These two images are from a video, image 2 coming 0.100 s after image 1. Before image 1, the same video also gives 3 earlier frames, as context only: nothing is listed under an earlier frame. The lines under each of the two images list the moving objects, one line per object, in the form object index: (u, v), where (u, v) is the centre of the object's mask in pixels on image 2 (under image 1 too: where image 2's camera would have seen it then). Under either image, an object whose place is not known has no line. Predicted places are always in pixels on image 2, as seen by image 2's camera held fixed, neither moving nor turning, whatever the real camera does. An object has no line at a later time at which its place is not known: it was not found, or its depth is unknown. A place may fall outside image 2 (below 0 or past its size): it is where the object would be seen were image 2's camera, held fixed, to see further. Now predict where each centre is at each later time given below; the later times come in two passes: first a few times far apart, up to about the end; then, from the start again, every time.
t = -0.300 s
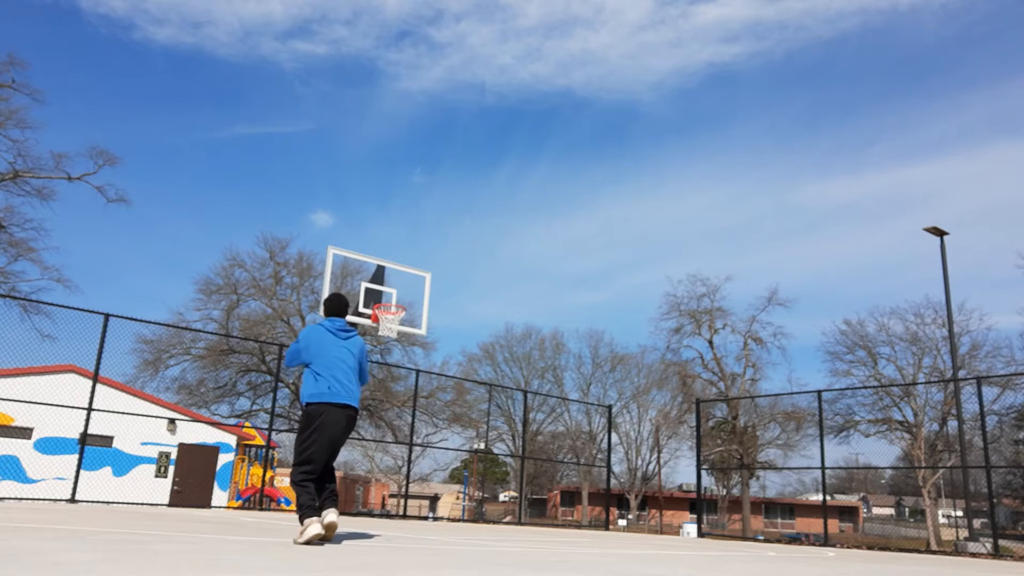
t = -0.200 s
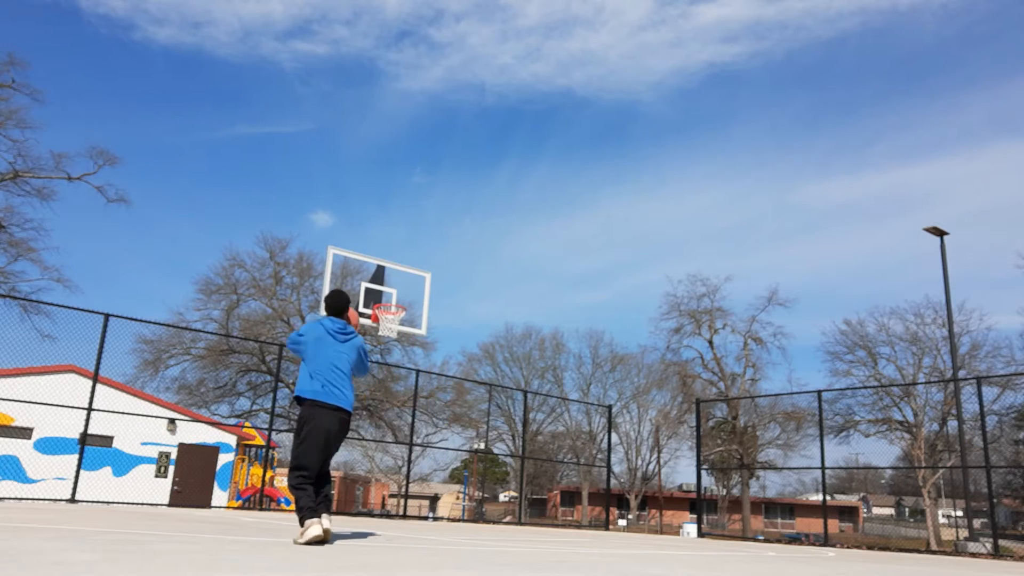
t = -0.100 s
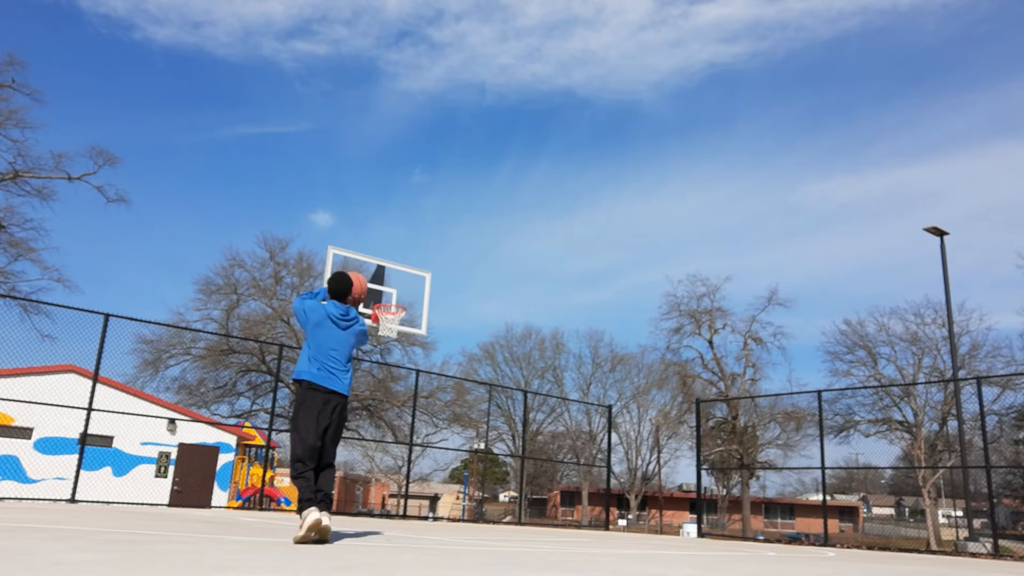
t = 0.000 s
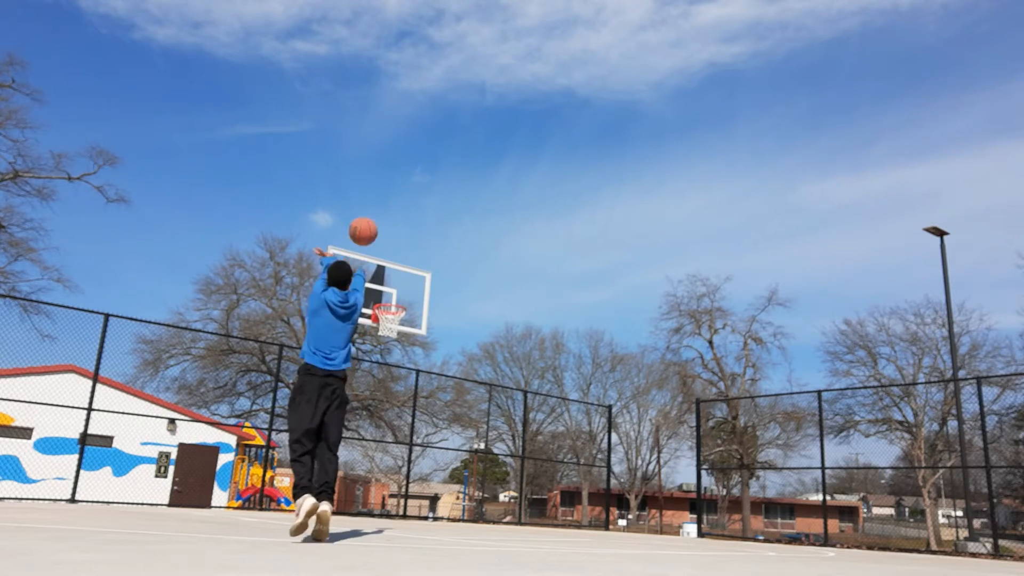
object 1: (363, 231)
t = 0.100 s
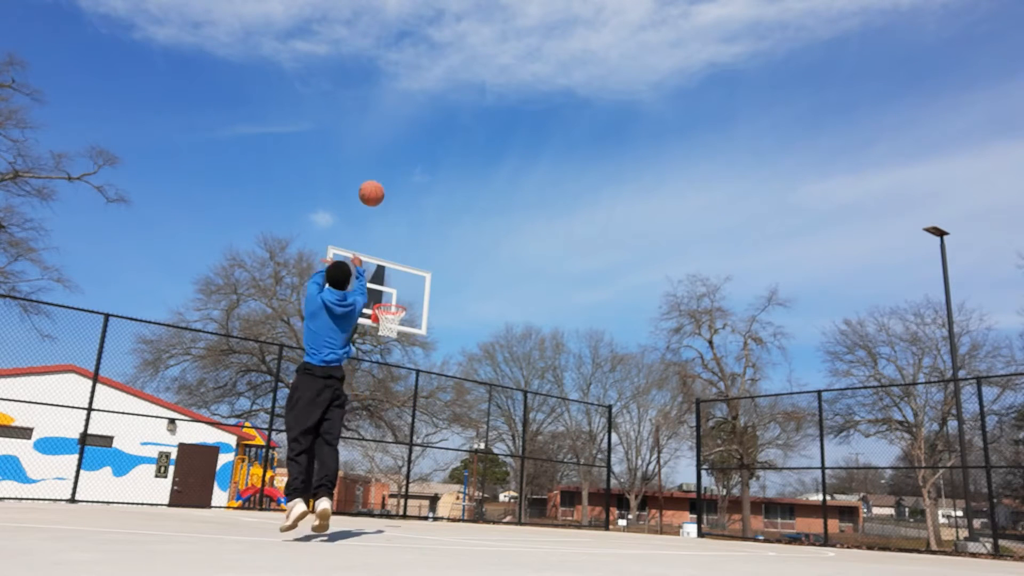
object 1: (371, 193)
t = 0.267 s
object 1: (379, 164)
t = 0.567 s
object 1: (382, 177)
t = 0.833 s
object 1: (380, 233)
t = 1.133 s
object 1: (379, 287)
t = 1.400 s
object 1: (407, 265)
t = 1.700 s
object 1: (435, 292)
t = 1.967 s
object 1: (456, 362)
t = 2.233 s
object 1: (475, 484)
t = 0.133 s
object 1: (374, 184)
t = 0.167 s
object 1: (375, 177)
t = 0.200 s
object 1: (377, 171)
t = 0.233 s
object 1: (378, 167)
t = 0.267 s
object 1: (379, 164)
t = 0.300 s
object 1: (380, 162)
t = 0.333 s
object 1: (381, 161)
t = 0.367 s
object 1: (381, 161)
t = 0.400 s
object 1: (382, 162)
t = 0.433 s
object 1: (382, 163)
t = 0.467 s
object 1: (382, 166)
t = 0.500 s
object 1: (382, 169)
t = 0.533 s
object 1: (383, 173)
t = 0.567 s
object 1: (382, 177)
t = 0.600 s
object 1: (382, 182)
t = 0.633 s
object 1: (382, 188)
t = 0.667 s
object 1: (382, 194)
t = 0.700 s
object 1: (382, 201)
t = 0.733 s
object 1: (382, 209)
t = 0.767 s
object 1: (381, 216)
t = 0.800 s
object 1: (381, 224)
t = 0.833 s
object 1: (380, 233)
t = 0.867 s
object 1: (379, 243)
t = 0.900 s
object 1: (379, 252)
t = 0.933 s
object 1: (378, 262)
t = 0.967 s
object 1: (377, 273)
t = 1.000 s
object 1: (376, 284)
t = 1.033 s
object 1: (375, 296)
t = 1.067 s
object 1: (376, 297)
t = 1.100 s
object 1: (377, 293)
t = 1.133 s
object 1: (379, 287)
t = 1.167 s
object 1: (382, 282)
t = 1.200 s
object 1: (386, 278)
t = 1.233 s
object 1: (390, 275)
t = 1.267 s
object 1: (393, 271)
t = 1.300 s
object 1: (397, 269)
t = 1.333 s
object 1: (401, 267)
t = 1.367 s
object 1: (404, 266)
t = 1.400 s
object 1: (407, 265)
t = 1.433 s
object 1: (411, 265)
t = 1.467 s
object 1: (414, 266)
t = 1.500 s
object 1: (417, 268)
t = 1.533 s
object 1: (420, 270)
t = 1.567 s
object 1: (423, 273)
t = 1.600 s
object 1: (426, 277)
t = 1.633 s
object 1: (429, 281)
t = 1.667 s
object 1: (432, 286)
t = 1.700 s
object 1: (435, 292)
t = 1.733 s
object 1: (438, 298)
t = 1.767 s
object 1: (440, 305)
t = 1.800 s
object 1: (443, 313)
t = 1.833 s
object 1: (446, 321)
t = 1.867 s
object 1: (448, 330)
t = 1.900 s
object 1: (451, 340)
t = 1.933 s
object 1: (453, 351)
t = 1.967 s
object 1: (456, 362)
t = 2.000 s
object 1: (459, 374)
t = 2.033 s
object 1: (461, 387)
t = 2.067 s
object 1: (463, 401)
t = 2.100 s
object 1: (465, 417)
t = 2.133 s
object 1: (468, 432)
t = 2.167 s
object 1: (470, 448)
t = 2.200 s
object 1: (473, 466)
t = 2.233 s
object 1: (475, 484)
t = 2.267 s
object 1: (477, 503)
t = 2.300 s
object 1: (479, 520)
